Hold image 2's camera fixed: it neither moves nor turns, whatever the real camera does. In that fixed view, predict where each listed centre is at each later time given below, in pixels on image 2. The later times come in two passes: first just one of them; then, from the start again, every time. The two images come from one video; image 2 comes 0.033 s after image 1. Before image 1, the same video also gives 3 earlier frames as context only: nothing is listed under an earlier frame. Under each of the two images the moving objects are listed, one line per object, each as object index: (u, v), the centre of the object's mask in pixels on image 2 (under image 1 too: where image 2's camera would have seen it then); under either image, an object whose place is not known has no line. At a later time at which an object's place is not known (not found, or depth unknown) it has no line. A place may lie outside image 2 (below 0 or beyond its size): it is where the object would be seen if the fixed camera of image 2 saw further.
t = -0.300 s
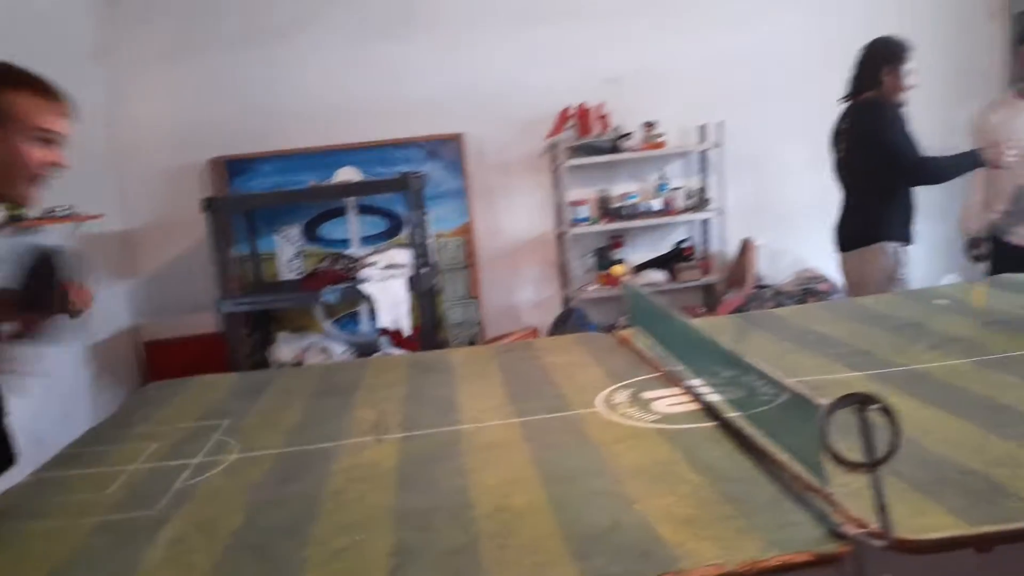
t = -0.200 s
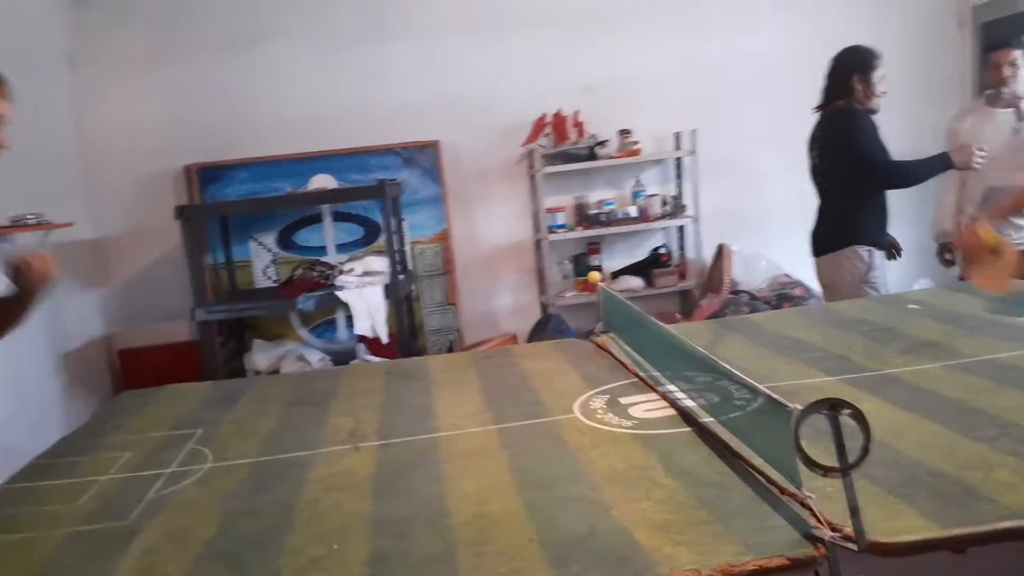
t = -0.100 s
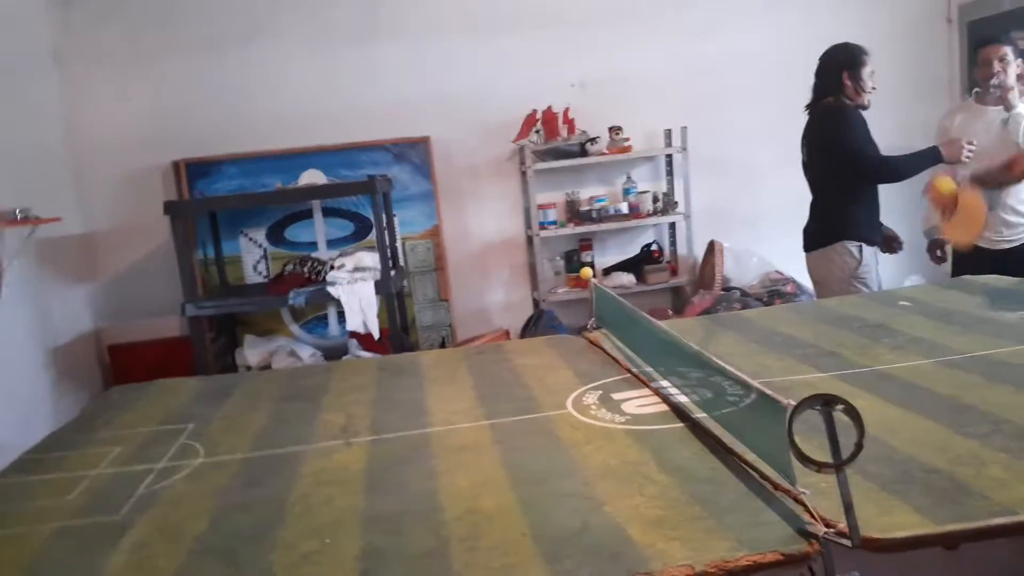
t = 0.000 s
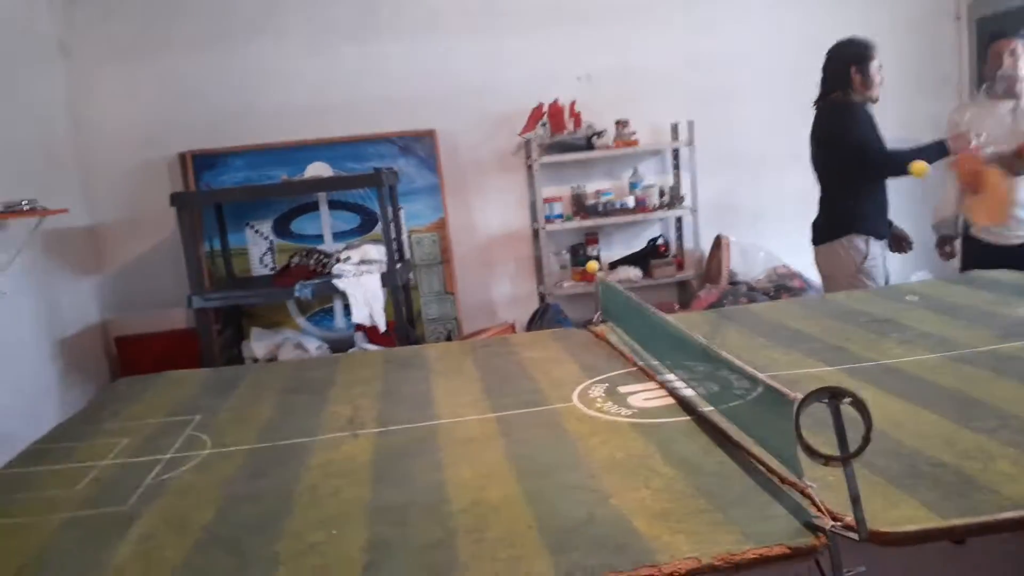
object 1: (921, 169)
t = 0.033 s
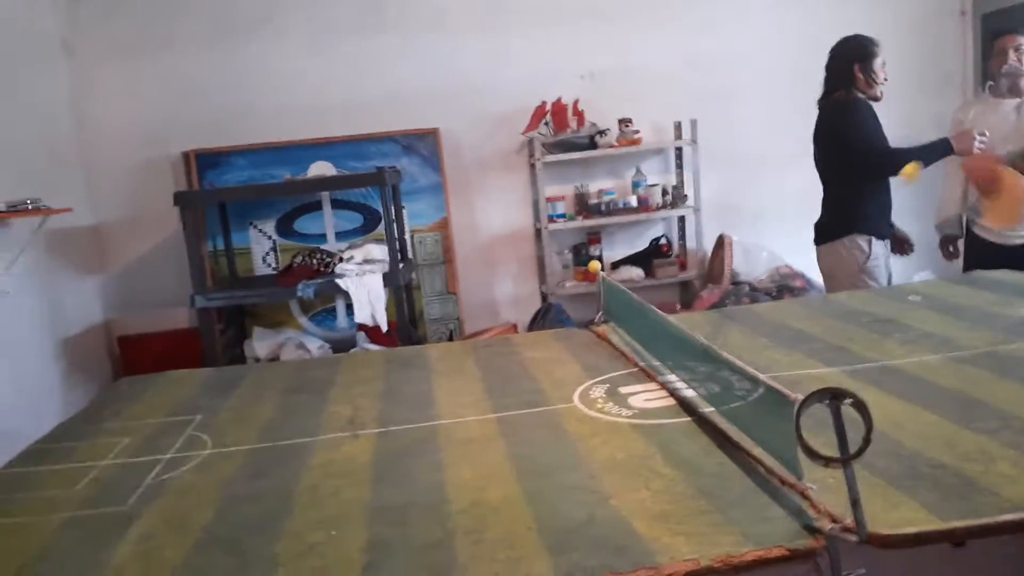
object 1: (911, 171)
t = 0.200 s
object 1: (844, 285)
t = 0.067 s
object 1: (897, 184)
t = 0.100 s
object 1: (880, 204)
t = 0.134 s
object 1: (873, 221)
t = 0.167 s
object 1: (856, 253)
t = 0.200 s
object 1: (844, 285)
